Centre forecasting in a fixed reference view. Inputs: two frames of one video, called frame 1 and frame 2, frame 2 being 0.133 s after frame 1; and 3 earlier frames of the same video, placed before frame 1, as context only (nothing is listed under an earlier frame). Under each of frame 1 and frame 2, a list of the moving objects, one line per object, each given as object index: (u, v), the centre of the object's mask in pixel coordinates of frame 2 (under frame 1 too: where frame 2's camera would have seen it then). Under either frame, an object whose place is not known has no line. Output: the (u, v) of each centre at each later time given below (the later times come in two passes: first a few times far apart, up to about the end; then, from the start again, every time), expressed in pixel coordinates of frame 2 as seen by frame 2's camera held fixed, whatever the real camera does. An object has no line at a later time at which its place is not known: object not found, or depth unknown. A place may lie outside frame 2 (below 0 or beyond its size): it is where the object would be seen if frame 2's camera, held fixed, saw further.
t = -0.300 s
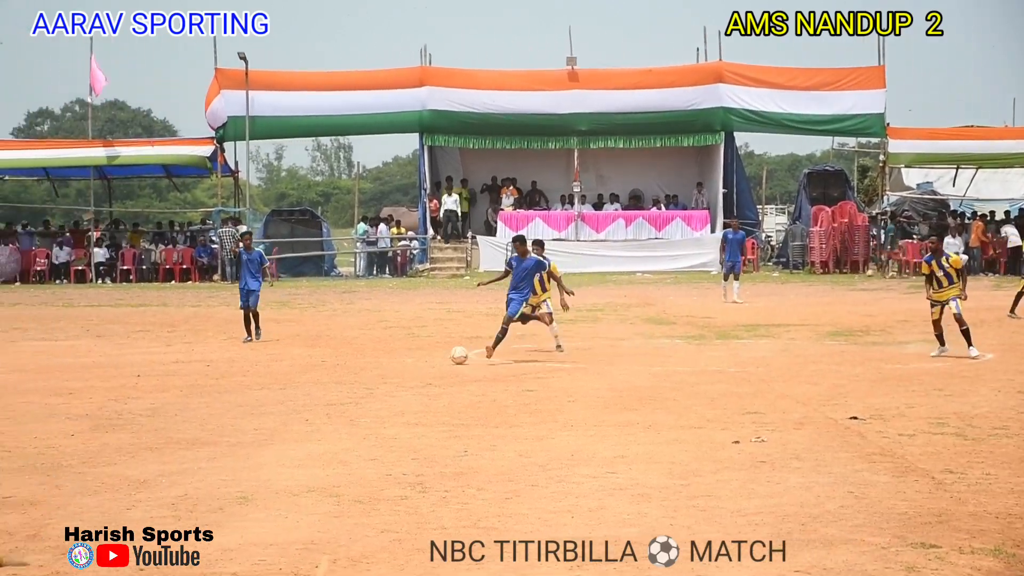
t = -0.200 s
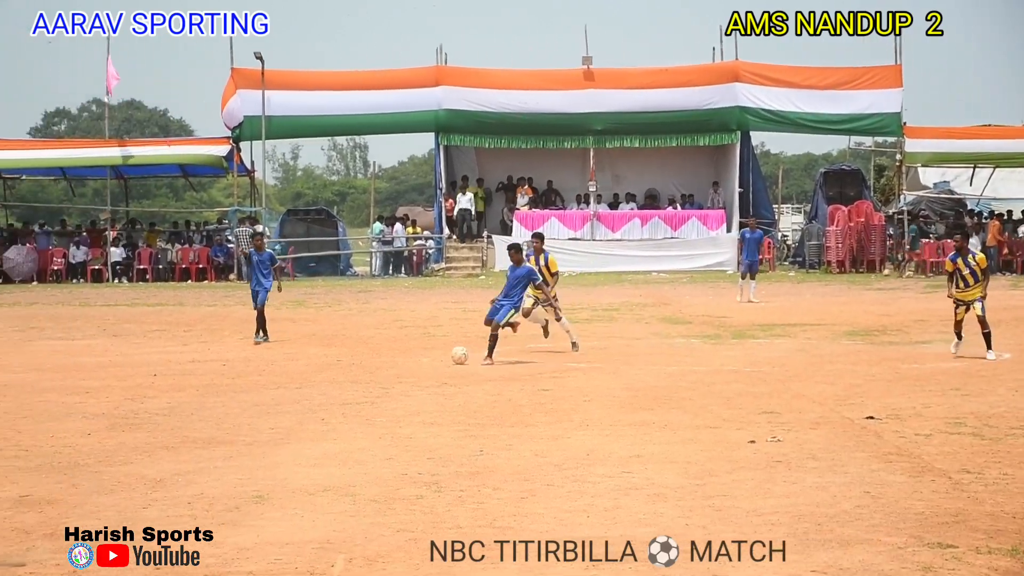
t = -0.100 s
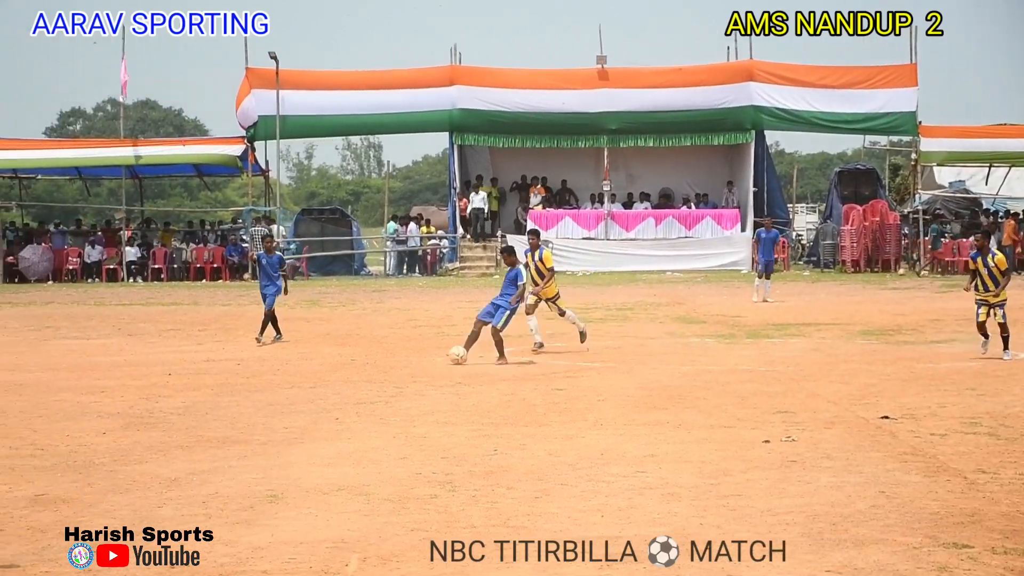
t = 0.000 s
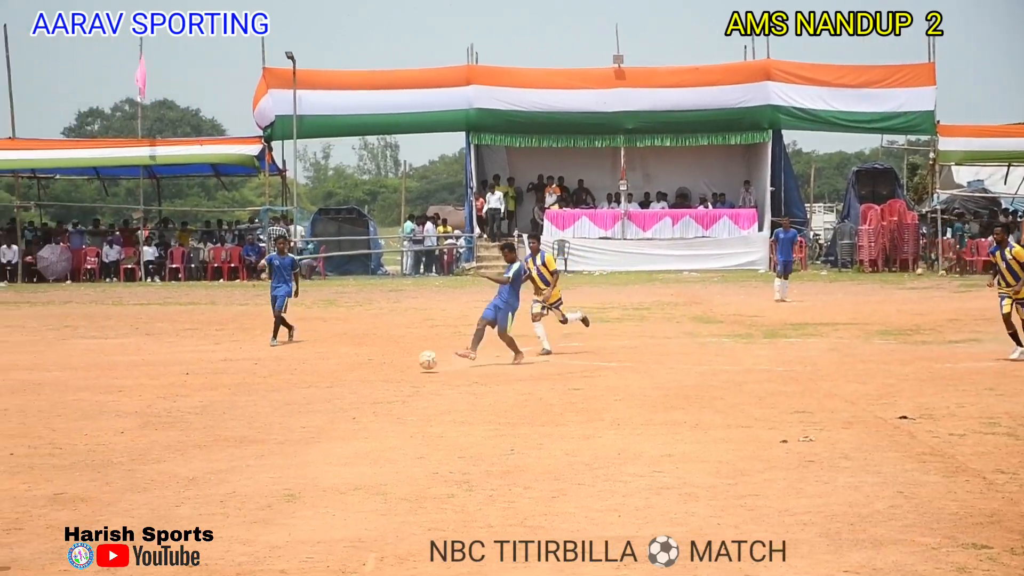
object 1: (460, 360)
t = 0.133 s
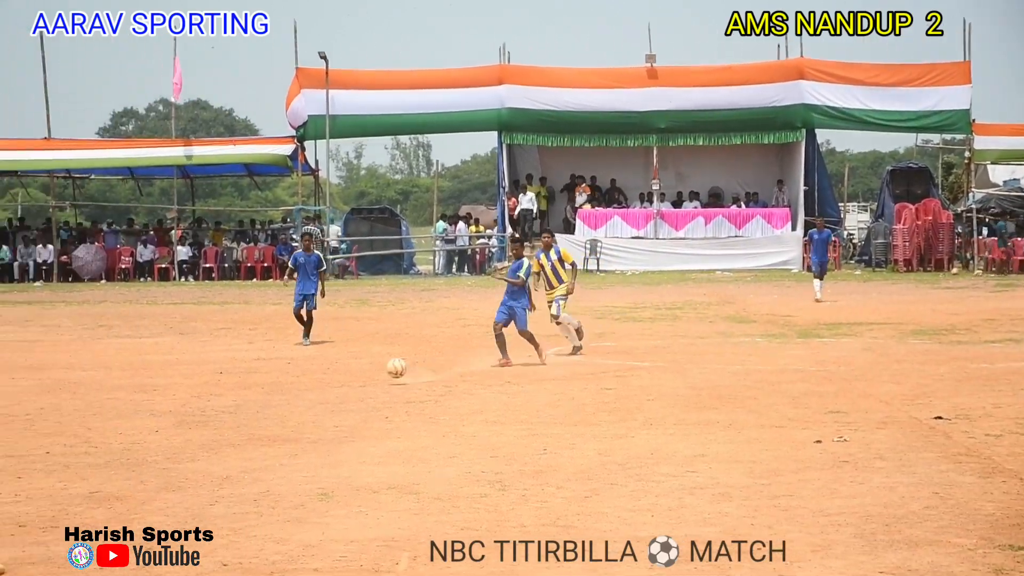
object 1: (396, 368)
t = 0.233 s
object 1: (347, 373)
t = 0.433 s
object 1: (242, 394)
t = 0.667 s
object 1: (122, 411)
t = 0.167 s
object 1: (380, 368)
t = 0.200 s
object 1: (363, 369)
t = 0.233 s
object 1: (347, 373)
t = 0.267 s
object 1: (329, 377)
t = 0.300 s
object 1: (312, 383)
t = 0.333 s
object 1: (293, 391)
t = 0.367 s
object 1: (274, 400)
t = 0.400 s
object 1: (258, 397)
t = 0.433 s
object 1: (242, 394)
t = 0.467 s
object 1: (226, 391)
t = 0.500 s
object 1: (209, 391)
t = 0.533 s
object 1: (192, 392)
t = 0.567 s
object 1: (175, 394)
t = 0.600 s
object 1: (158, 398)
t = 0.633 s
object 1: (140, 404)
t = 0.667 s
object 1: (122, 411)
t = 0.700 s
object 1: (103, 421)
